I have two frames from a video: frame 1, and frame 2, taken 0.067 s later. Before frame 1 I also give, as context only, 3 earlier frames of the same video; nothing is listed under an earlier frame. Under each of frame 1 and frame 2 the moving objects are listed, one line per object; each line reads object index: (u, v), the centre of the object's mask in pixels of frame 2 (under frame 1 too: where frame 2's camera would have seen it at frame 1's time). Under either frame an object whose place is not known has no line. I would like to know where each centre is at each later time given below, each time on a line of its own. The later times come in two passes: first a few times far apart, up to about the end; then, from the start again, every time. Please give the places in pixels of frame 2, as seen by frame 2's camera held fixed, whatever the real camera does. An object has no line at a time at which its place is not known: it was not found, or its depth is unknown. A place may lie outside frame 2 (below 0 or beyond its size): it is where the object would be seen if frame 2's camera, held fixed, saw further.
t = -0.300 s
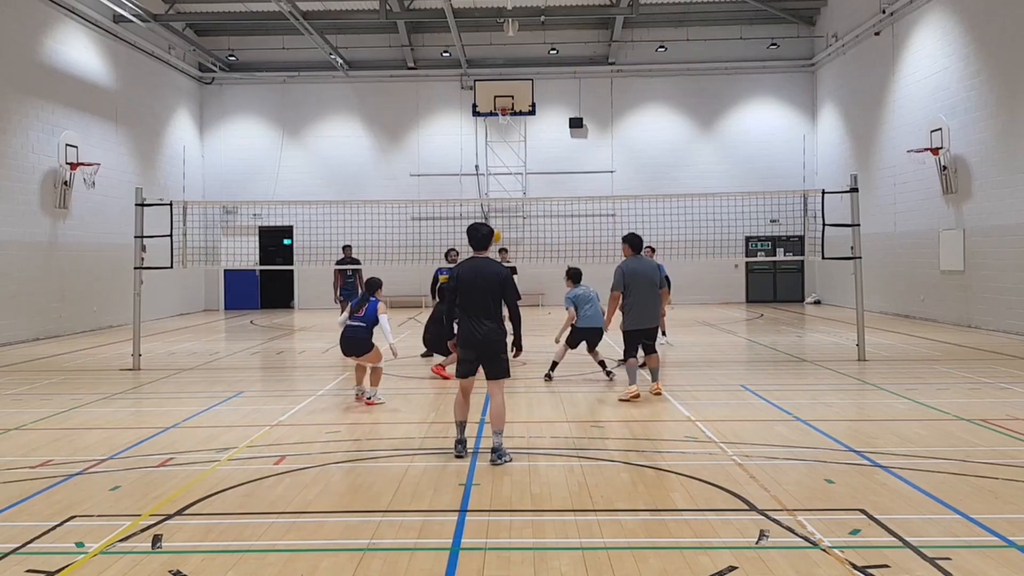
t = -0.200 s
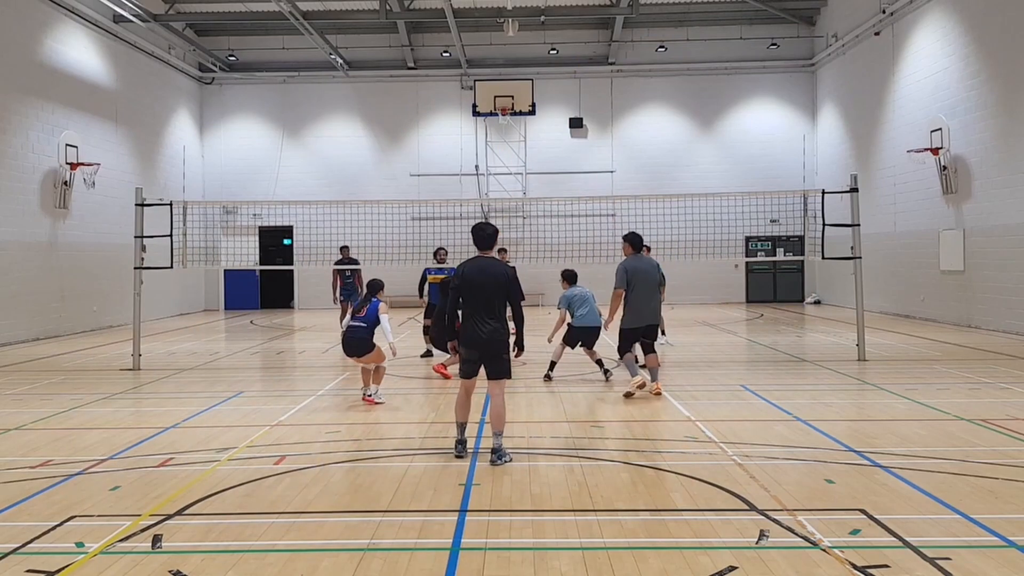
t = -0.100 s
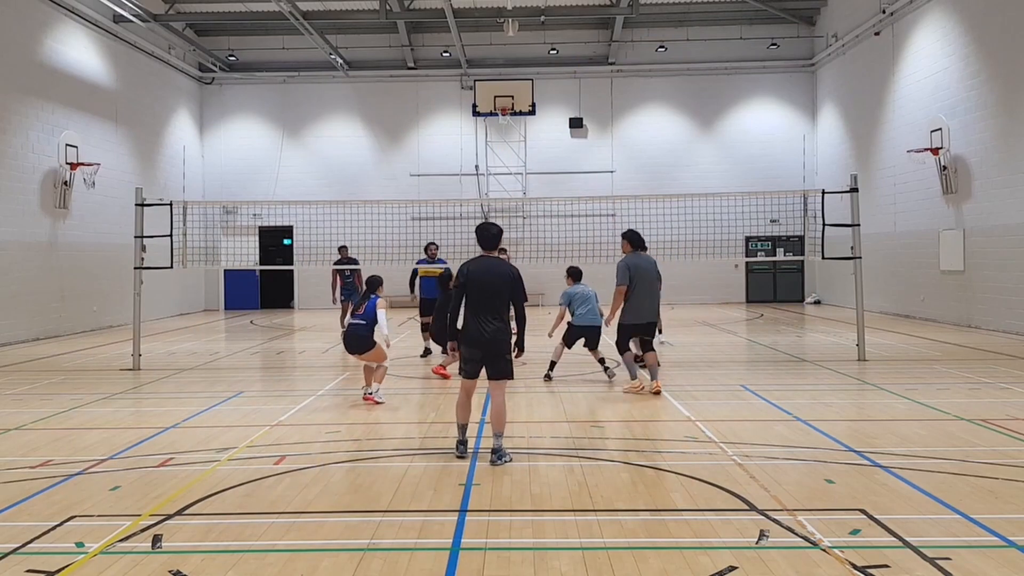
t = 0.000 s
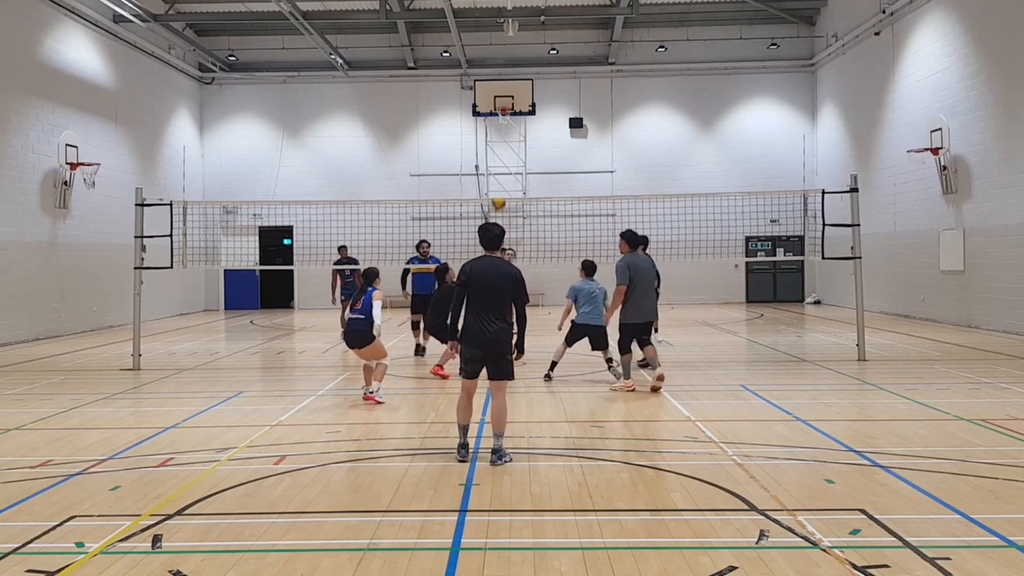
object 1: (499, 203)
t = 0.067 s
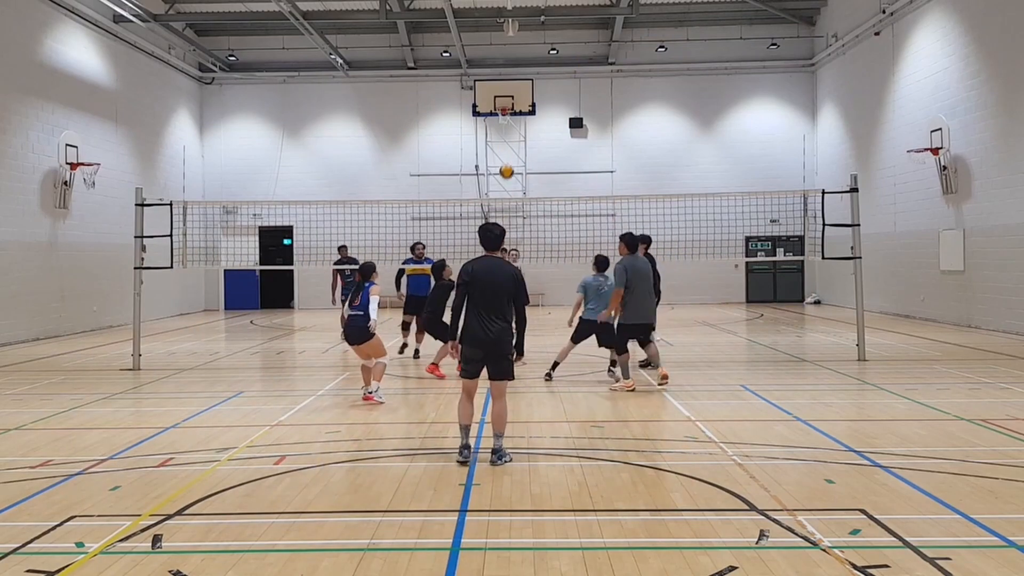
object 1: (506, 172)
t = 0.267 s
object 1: (530, 98)
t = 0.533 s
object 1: (561, 46)
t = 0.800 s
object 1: (592, 44)
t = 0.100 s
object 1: (511, 157)
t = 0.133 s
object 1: (515, 144)
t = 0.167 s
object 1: (518, 132)
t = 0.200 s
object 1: (523, 119)
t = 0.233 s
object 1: (527, 108)
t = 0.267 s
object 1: (530, 98)
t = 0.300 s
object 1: (534, 89)
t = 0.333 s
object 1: (539, 80)
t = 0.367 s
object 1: (542, 72)
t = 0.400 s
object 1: (546, 66)
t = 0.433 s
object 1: (550, 59)
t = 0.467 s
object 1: (554, 54)
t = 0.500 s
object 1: (557, 50)
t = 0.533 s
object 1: (561, 46)
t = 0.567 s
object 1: (565, 43)
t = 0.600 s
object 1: (569, 40)
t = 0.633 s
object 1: (573, 39)
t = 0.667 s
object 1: (576, 39)
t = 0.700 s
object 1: (580, 39)
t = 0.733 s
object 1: (584, 40)
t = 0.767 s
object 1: (588, 41)
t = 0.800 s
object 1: (592, 44)
